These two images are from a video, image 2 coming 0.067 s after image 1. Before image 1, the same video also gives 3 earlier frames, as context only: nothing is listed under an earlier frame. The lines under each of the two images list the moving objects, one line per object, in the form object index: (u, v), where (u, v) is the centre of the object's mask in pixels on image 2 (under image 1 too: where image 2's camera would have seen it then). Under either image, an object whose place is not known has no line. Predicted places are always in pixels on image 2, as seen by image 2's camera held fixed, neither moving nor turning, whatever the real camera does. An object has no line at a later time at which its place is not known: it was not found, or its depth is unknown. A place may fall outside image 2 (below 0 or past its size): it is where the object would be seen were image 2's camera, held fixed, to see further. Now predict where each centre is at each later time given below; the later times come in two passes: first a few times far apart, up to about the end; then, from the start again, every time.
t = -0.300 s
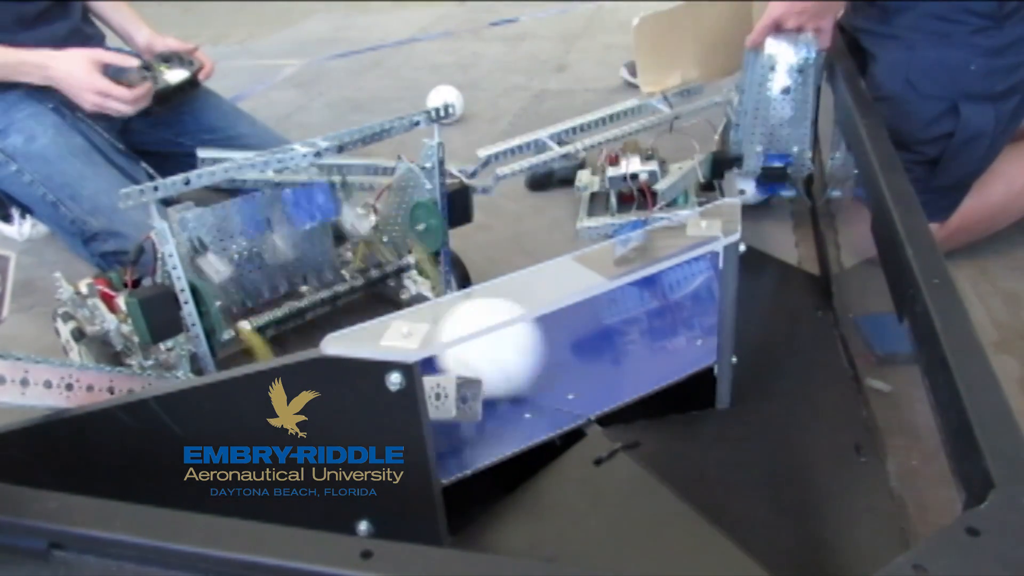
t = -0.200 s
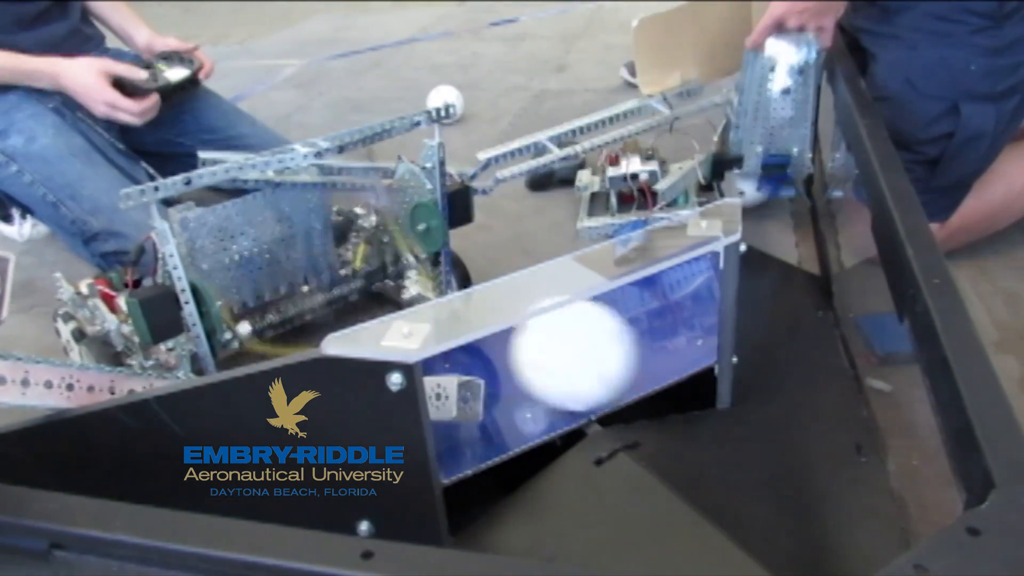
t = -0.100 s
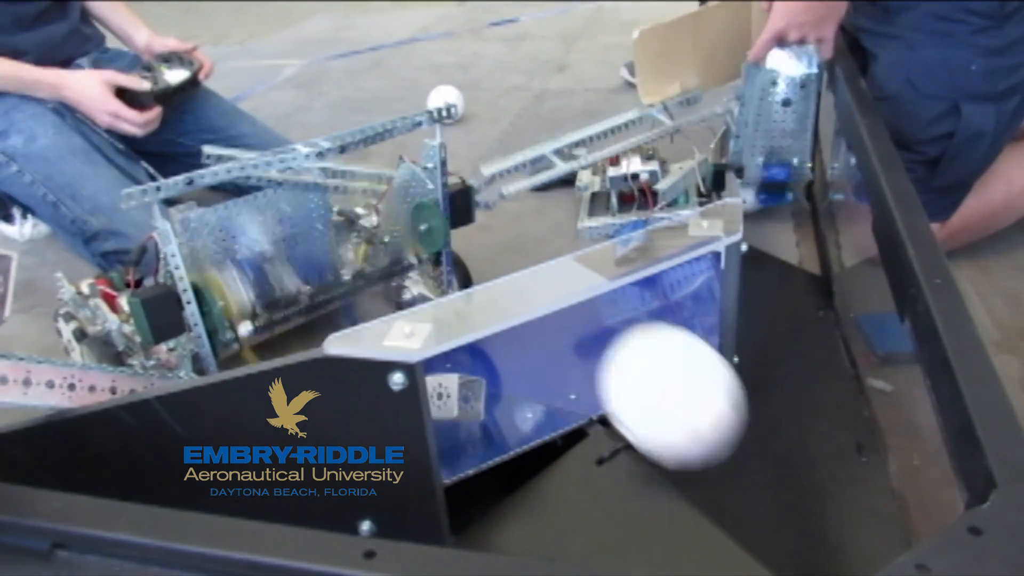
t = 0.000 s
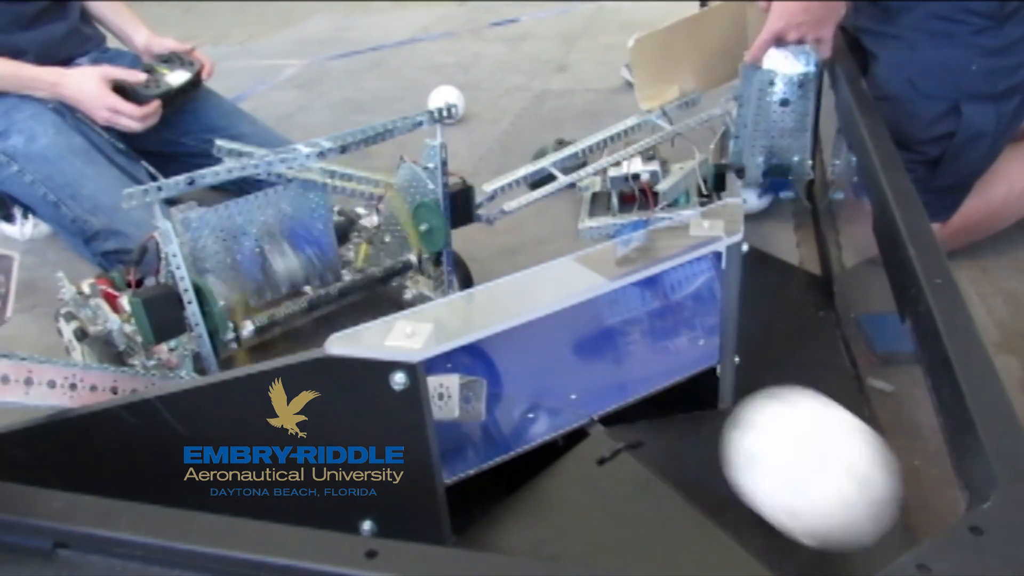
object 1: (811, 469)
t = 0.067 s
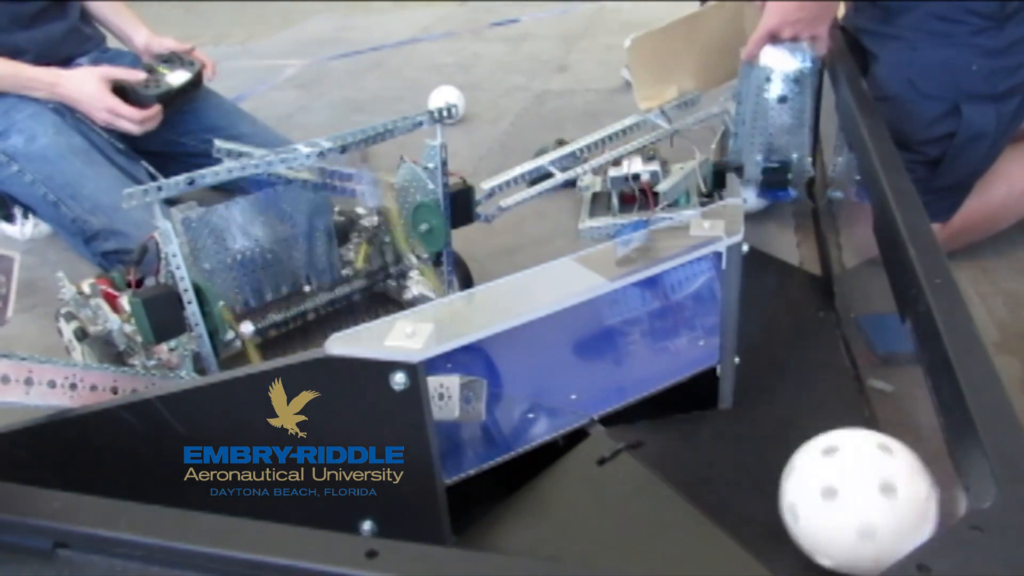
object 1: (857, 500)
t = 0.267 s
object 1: (865, 509)
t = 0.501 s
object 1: (870, 498)
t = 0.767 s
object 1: (853, 443)
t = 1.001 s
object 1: (835, 384)
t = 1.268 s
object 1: (816, 319)
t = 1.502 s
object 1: (801, 264)
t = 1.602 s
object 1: (794, 242)
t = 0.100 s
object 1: (849, 503)
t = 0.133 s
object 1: (847, 505)
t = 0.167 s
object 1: (848, 507)
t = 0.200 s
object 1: (852, 508)
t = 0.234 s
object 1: (857, 509)
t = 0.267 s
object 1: (865, 509)
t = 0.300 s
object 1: (870, 509)
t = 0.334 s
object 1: (870, 508)
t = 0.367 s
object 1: (870, 507)
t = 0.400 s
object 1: (870, 506)
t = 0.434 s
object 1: (870, 504)
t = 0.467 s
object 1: (870, 501)
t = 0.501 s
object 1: (870, 498)
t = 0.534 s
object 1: (869, 494)
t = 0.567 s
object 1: (868, 490)
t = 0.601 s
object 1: (866, 483)
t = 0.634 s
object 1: (863, 475)
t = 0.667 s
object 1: (861, 468)
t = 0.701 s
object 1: (858, 459)
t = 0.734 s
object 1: (856, 451)
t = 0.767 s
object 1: (853, 443)
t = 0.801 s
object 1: (851, 435)
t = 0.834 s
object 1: (849, 427)
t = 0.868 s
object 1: (846, 419)
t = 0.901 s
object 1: (844, 409)
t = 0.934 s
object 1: (842, 401)
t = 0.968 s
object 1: (838, 392)
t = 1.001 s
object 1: (835, 384)
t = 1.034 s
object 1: (833, 375)
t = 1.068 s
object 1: (830, 367)
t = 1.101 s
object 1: (828, 359)
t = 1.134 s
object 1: (825, 350)
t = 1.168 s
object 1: (823, 342)
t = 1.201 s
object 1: (820, 335)
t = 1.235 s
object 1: (818, 327)
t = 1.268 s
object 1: (816, 319)
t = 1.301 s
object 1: (813, 311)
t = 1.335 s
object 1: (811, 304)
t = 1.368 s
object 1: (809, 296)
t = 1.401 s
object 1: (807, 287)
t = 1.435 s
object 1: (805, 280)
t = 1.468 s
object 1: (803, 272)
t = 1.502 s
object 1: (801, 264)
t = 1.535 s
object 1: (799, 257)
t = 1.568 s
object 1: (797, 250)
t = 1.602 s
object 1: (794, 242)
